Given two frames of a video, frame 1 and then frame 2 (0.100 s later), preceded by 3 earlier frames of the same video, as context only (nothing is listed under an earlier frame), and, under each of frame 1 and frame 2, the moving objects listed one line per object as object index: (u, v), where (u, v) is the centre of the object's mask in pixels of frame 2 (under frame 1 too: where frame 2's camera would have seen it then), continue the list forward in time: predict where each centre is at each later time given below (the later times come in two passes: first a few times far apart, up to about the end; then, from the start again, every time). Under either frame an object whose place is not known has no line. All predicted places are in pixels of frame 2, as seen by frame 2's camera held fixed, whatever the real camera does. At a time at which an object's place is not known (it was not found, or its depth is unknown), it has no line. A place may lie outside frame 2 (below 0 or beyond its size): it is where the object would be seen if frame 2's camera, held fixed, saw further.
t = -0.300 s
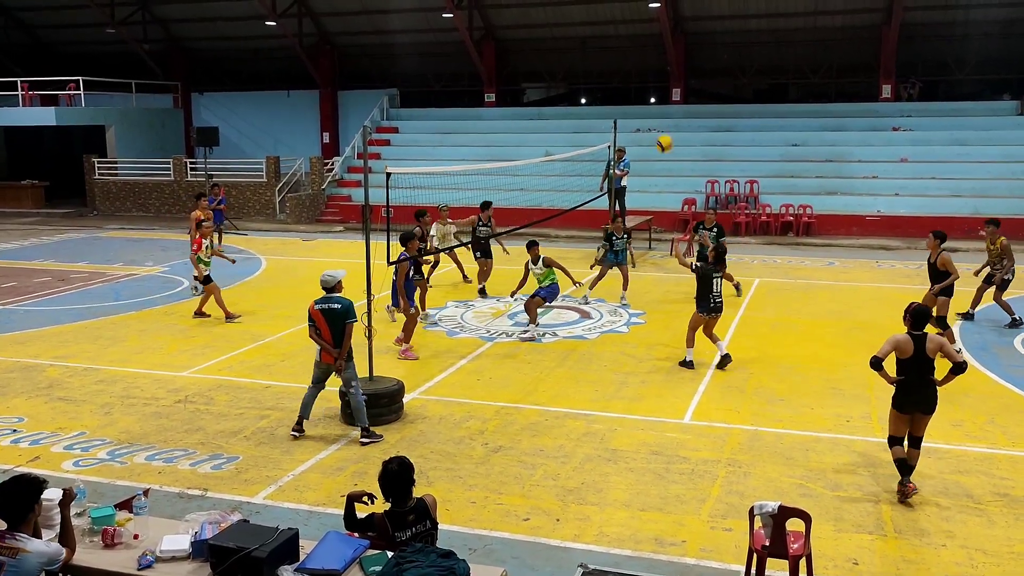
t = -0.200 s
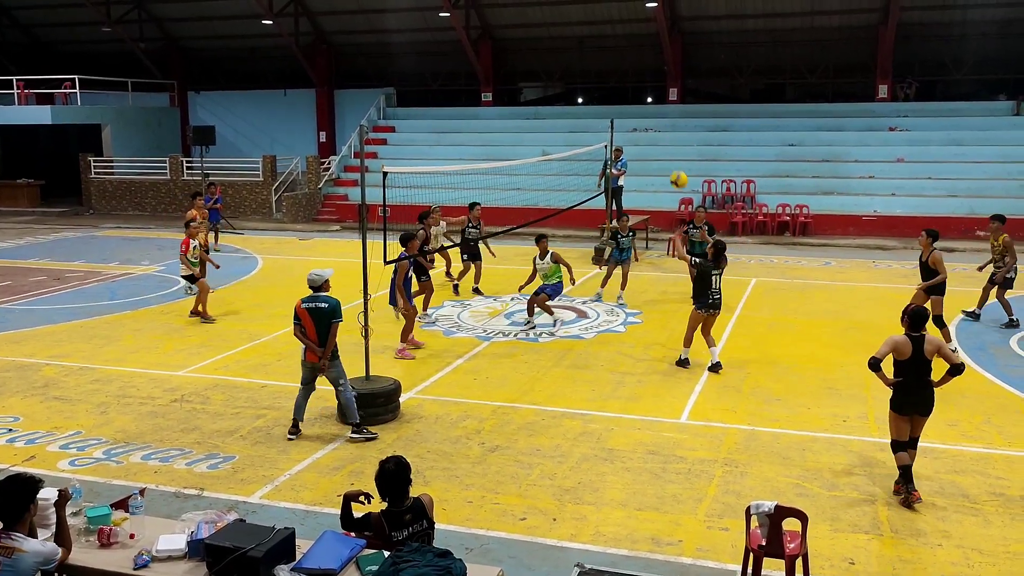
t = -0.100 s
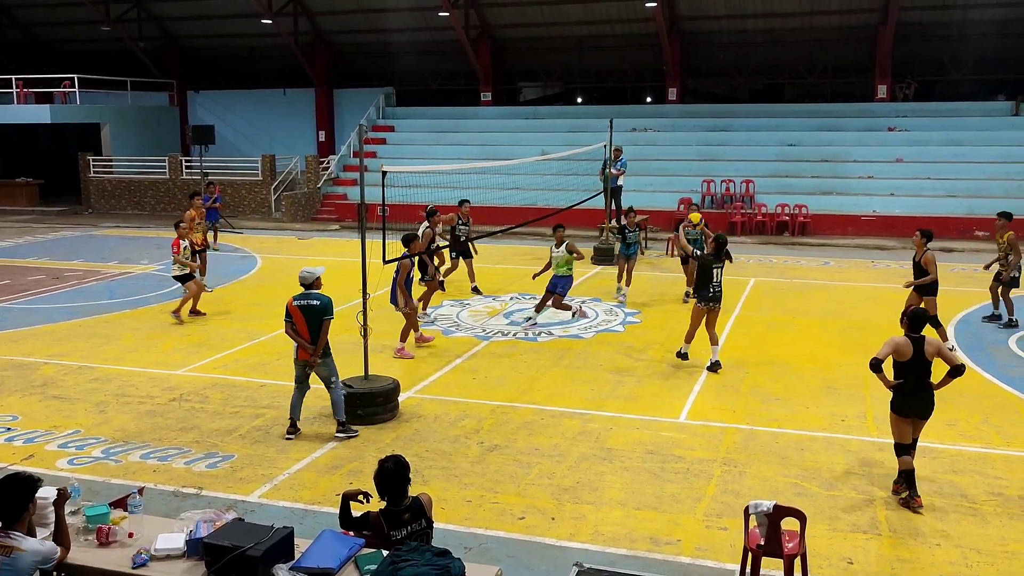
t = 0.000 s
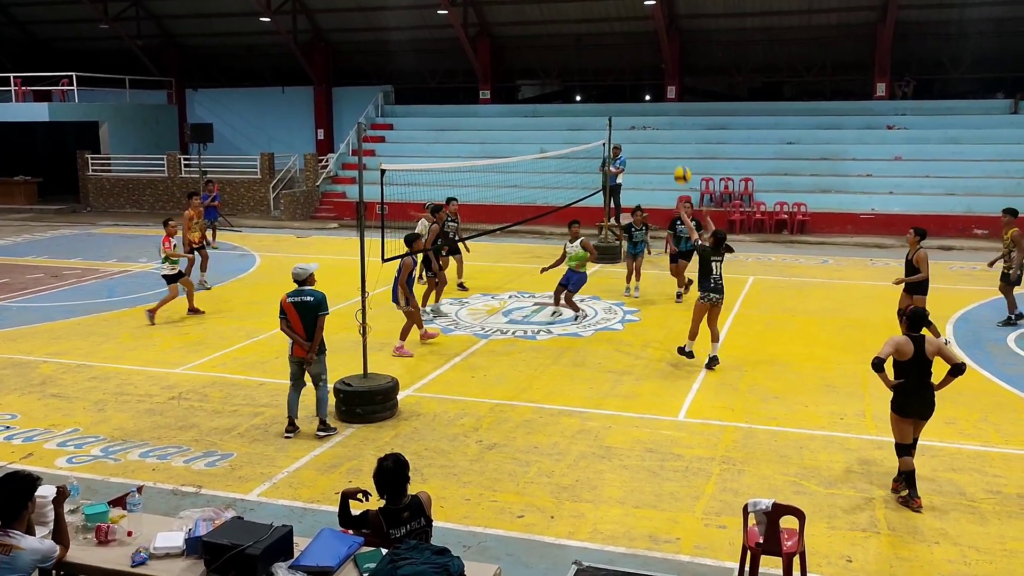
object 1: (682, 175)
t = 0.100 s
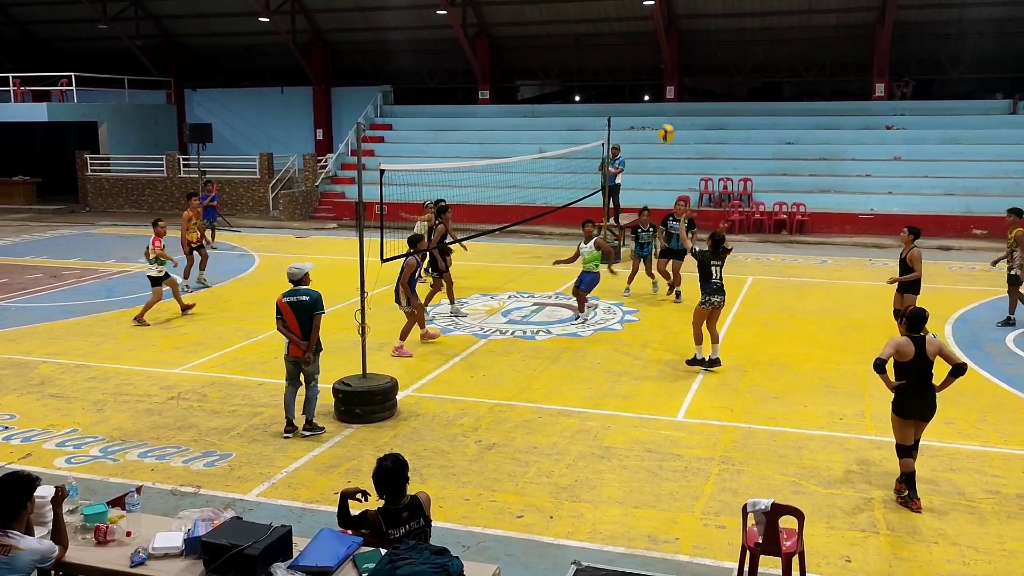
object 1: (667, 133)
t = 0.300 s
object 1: (638, 78)
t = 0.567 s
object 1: (601, 55)
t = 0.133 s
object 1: (662, 122)
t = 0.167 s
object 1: (657, 110)
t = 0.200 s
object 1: (652, 101)
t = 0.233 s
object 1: (647, 92)
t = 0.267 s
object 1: (642, 84)
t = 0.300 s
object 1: (638, 78)
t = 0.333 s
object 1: (633, 71)
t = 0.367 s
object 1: (628, 67)
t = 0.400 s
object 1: (624, 63)
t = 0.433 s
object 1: (619, 59)
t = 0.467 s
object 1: (615, 57)
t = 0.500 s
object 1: (610, 56)
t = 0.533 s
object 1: (606, 55)
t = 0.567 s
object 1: (601, 55)
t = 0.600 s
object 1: (597, 56)
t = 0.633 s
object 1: (592, 59)
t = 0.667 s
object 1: (588, 63)
